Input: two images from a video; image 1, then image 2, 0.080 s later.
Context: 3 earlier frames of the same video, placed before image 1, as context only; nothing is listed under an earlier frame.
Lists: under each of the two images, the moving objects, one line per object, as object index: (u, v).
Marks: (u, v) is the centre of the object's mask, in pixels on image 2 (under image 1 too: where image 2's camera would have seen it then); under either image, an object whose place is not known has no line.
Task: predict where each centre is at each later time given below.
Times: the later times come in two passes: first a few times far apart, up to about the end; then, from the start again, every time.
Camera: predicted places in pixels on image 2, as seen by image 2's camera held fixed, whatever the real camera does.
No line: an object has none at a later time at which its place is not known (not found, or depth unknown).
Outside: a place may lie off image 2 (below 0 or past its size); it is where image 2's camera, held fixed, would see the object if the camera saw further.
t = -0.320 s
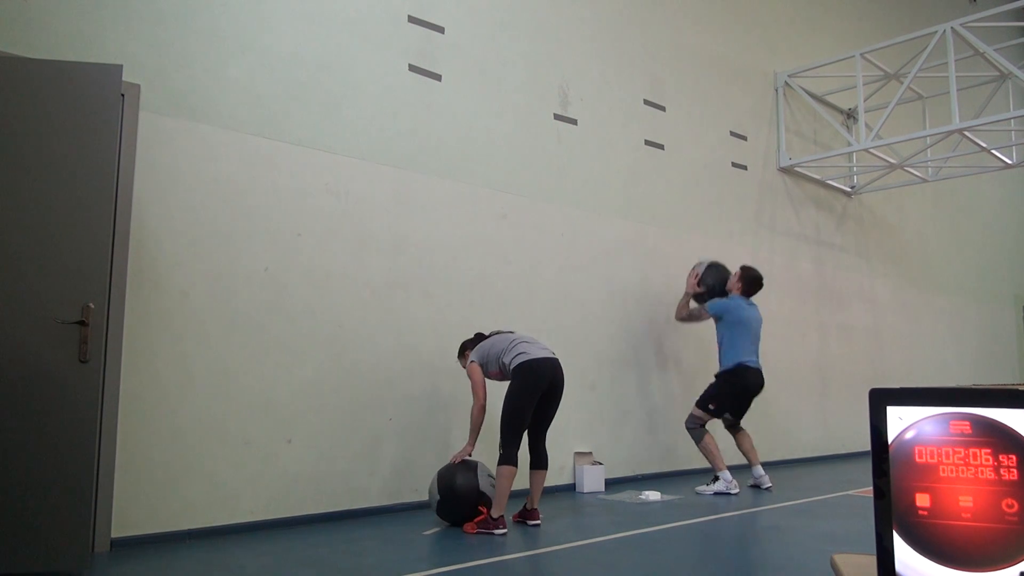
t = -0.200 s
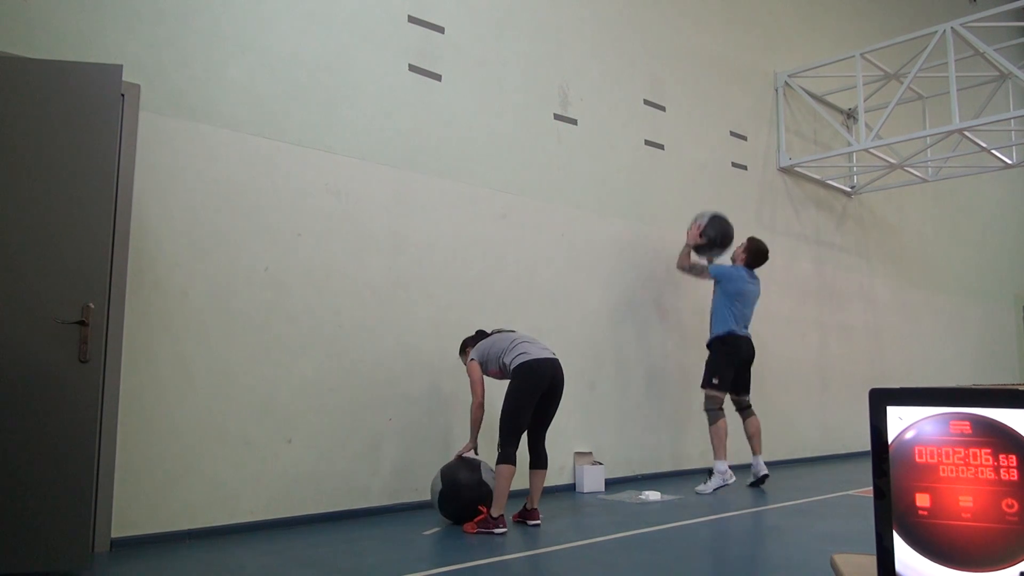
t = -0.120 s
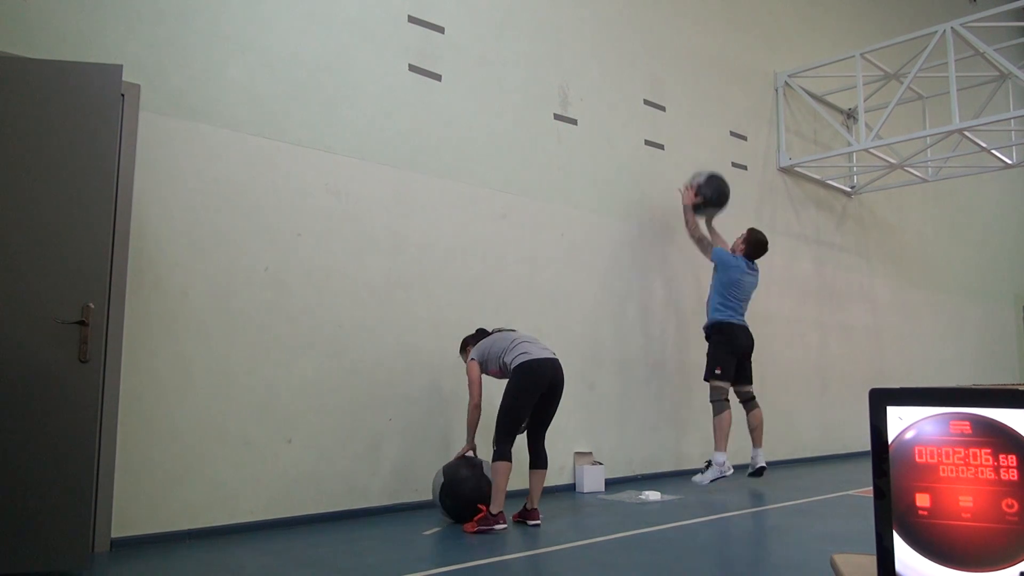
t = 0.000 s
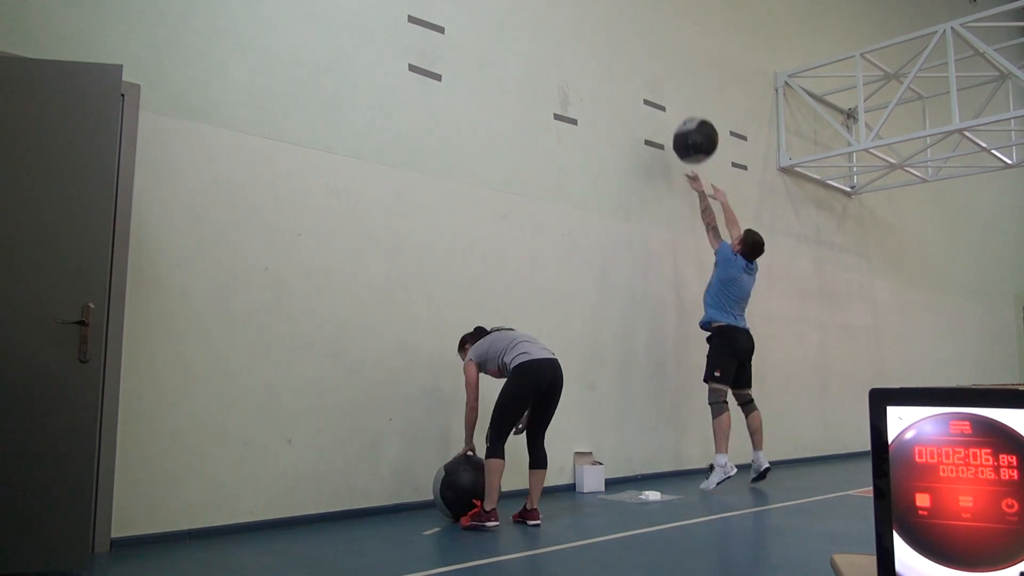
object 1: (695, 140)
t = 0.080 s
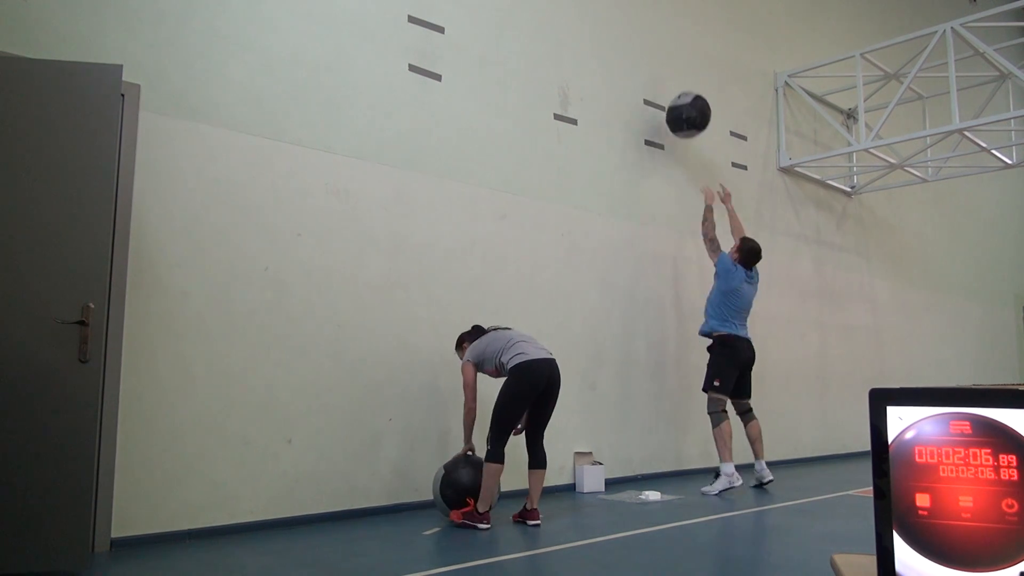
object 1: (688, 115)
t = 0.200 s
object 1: (678, 92)
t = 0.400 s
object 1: (675, 87)
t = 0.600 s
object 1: (687, 125)
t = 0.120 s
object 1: (685, 105)
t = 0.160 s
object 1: (681, 97)
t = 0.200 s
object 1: (678, 92)
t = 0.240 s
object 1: (674, 88)
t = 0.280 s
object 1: (671, 86)
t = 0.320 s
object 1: (671, 85)
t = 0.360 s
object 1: (673, 85)
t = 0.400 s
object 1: (675, 87)
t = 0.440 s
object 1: (678, 91)
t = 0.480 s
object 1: (680, 96)
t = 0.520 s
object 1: (682, 104)
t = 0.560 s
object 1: (684, 114)
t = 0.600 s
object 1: (687, 125)
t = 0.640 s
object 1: (689, 139)
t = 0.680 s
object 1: (691, 155)
